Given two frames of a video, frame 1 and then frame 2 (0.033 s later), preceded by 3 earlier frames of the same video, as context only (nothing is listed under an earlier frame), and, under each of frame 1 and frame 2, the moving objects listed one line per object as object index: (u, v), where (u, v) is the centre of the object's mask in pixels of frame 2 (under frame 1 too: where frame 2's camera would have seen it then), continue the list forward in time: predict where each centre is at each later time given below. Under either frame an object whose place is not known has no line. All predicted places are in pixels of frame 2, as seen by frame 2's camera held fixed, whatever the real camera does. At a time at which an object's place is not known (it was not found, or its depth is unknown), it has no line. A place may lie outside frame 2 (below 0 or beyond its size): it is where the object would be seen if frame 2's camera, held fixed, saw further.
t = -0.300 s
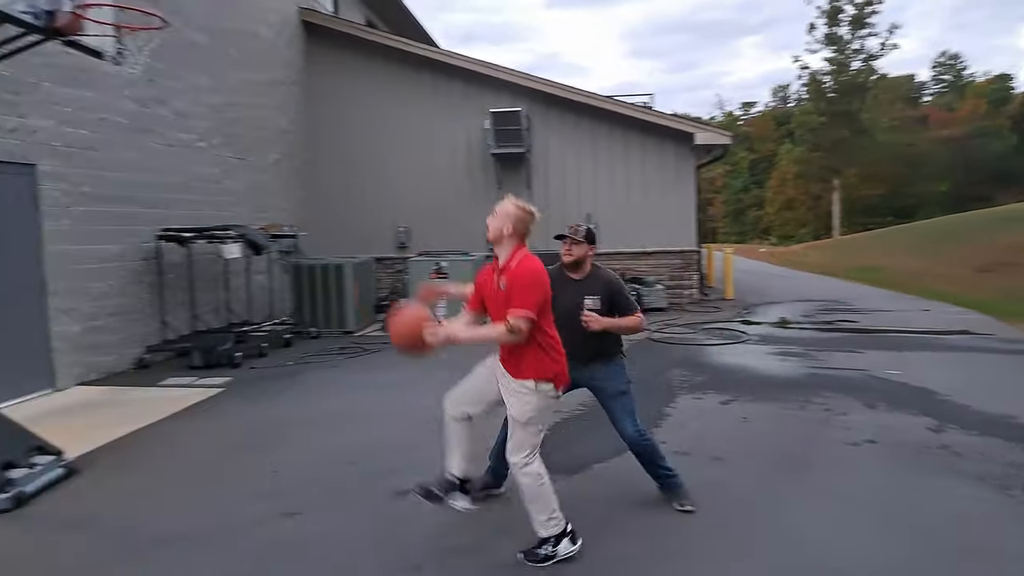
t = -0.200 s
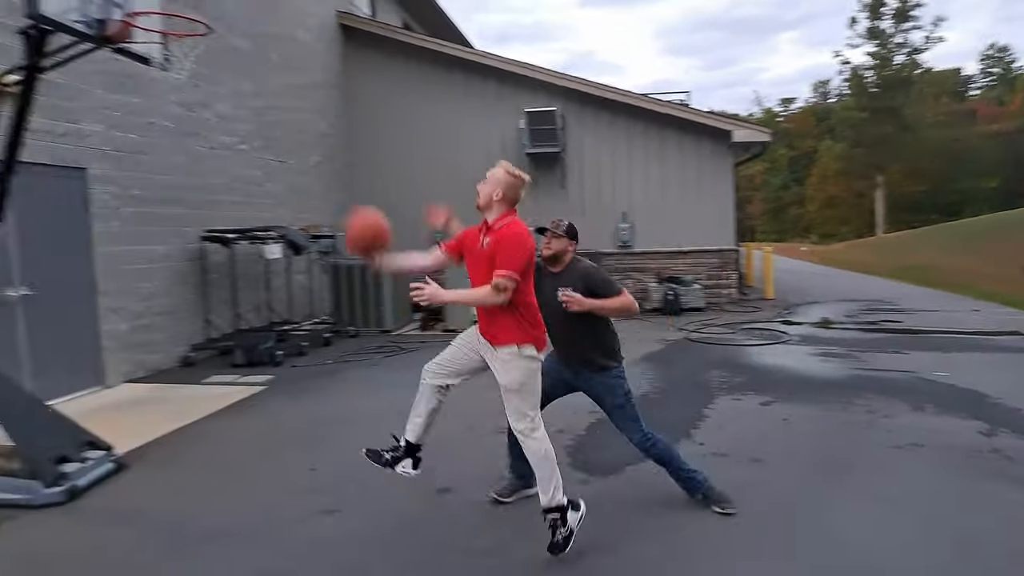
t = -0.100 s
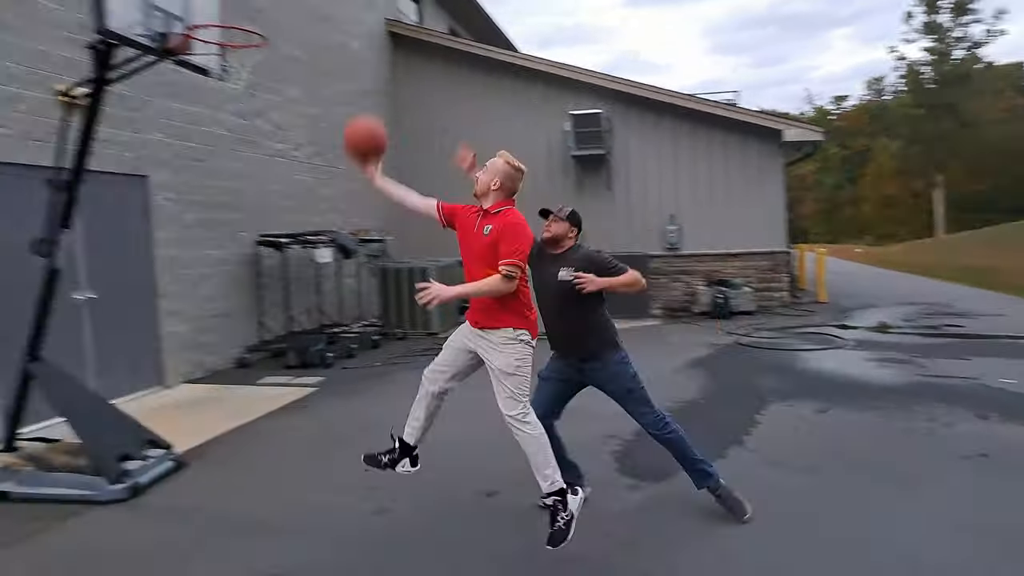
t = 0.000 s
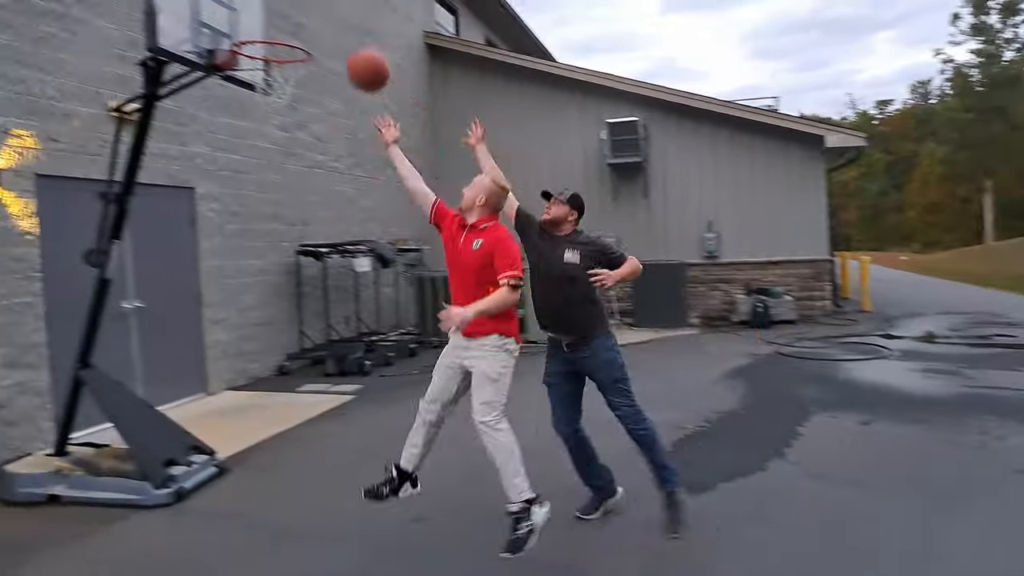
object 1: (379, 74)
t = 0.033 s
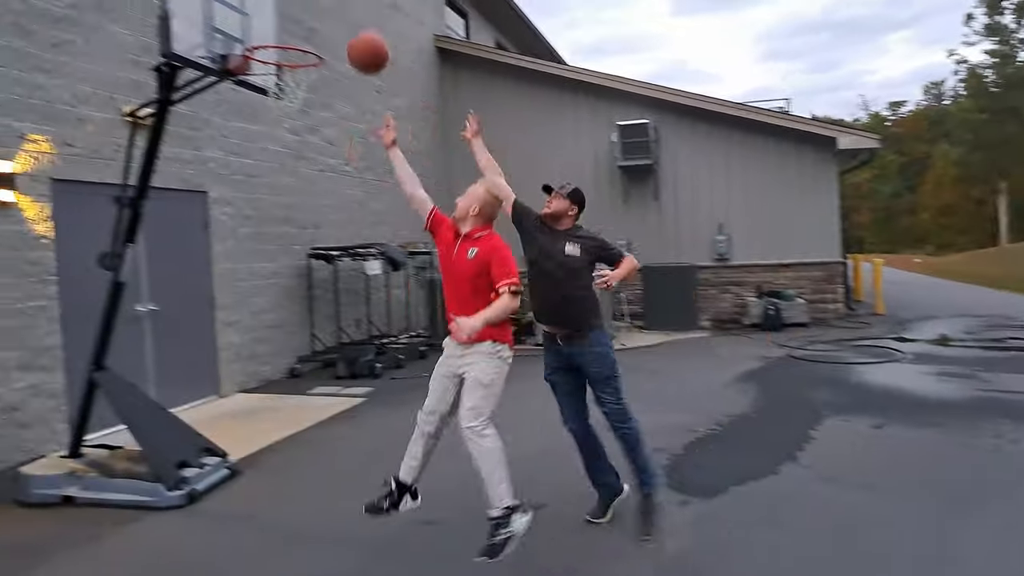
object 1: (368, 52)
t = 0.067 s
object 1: (356, 32)
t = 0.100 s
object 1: (345, 16)
